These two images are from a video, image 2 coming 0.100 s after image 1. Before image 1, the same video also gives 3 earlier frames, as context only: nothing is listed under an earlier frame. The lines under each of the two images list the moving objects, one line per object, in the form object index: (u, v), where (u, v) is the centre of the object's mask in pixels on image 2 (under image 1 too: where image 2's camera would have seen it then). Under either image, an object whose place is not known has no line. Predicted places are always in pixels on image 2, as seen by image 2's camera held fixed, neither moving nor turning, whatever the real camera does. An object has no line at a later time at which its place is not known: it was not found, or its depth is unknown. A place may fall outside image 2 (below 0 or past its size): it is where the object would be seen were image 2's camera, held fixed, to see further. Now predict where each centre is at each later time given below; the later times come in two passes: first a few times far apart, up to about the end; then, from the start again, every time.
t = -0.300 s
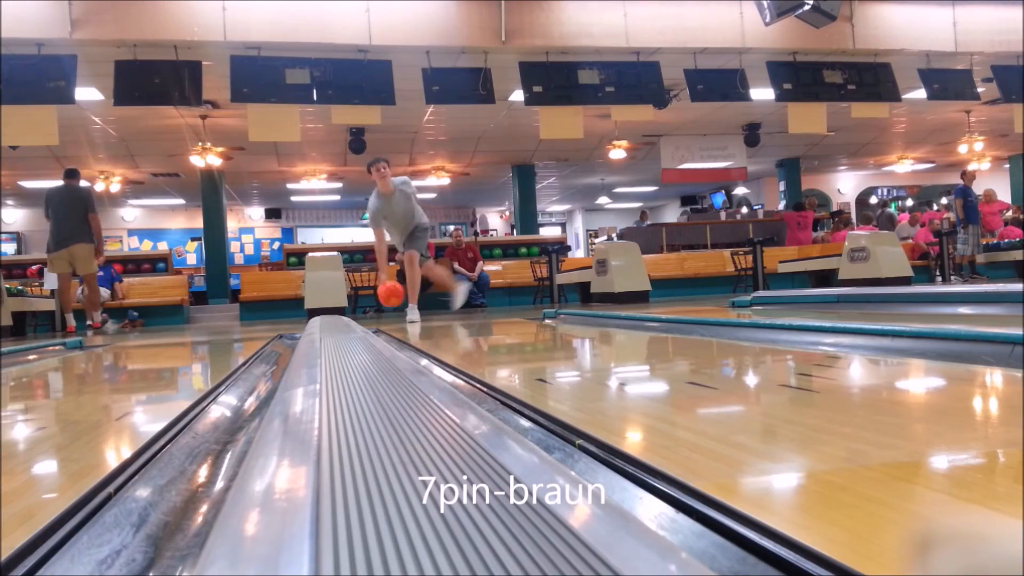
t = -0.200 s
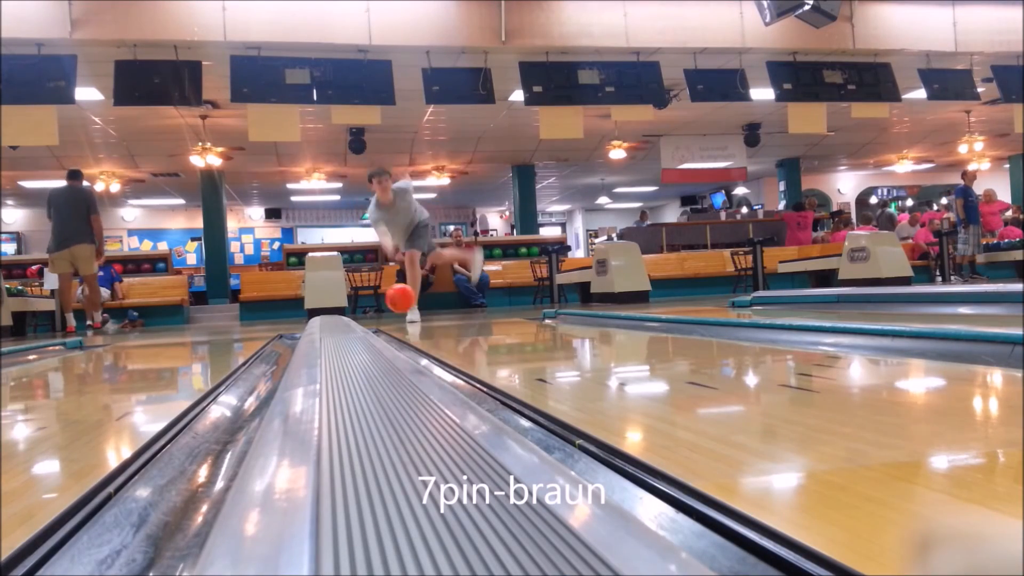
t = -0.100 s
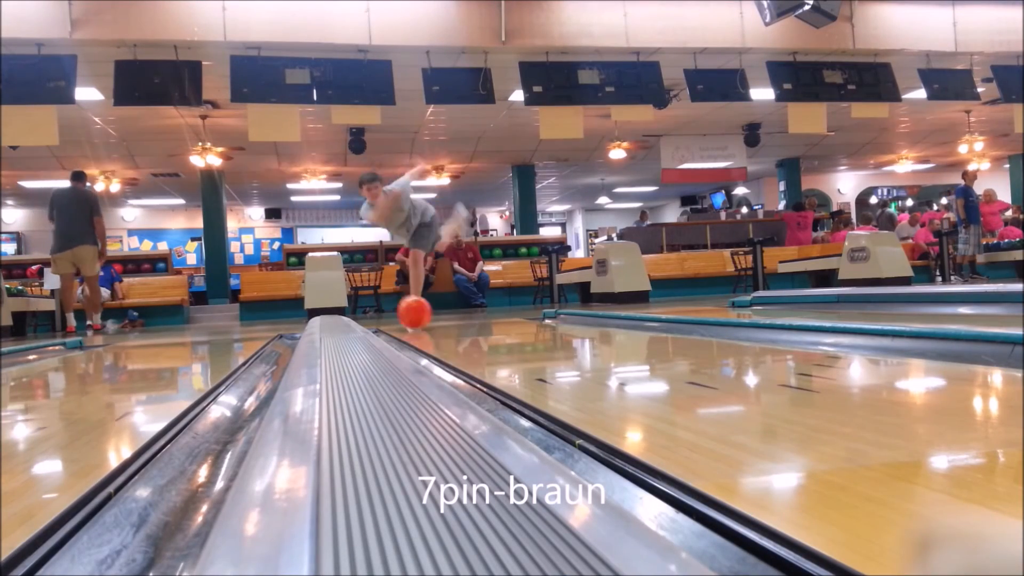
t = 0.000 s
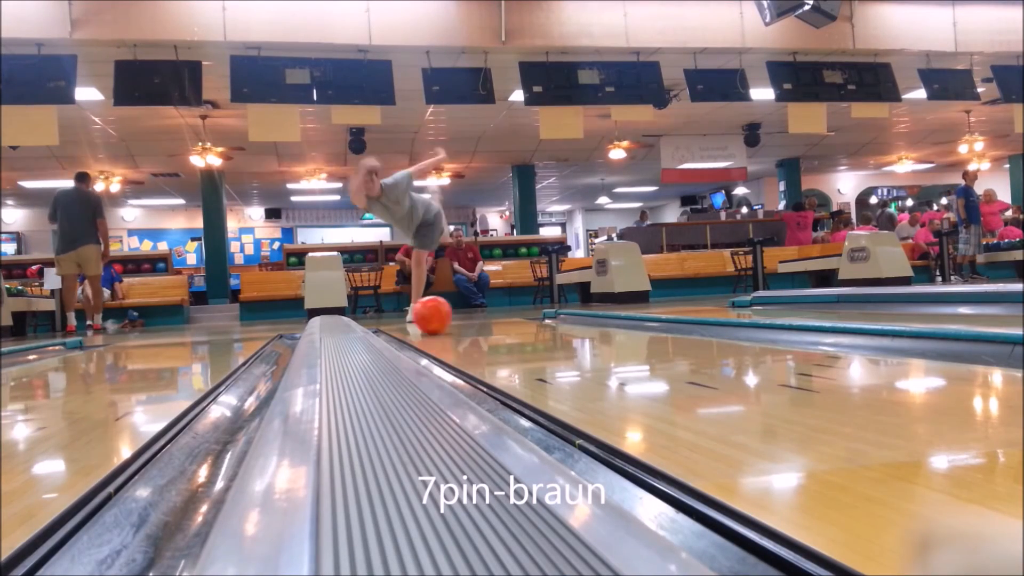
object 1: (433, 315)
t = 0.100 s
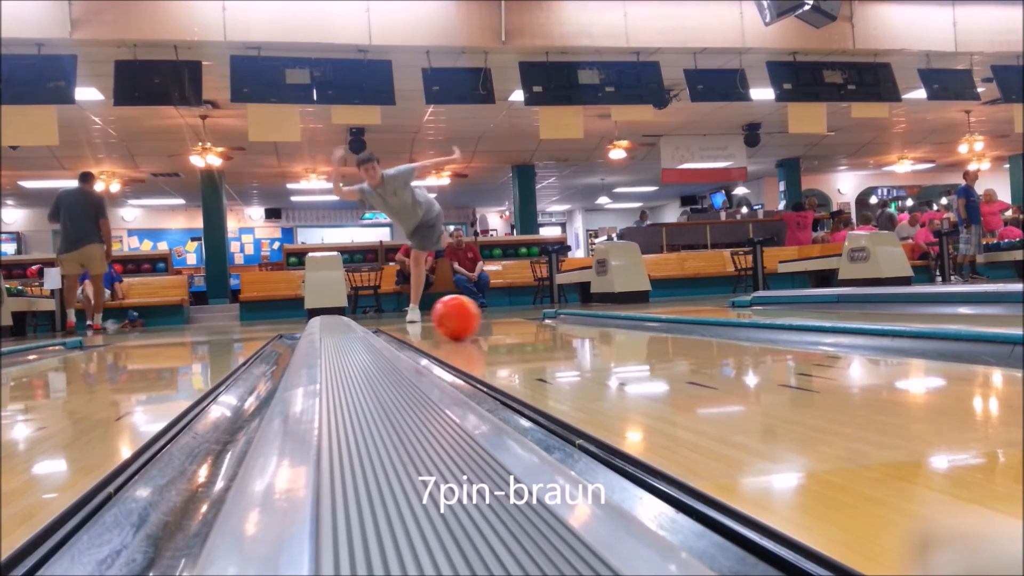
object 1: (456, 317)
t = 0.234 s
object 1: (506, 323)
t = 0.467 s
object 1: (770, 352)
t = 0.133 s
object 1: (466, 319)
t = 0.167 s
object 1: (477, 320)
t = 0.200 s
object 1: (490, 321)
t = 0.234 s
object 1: (506, 323)
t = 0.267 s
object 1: (525, 325)
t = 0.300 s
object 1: (546, 327)
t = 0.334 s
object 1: (573, 330)
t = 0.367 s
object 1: (606, 332)
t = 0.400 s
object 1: (649, 337)
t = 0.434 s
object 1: (709, 348)
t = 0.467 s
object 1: (770, 352)
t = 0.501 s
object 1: (902, 366)
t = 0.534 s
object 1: (979, 328)
